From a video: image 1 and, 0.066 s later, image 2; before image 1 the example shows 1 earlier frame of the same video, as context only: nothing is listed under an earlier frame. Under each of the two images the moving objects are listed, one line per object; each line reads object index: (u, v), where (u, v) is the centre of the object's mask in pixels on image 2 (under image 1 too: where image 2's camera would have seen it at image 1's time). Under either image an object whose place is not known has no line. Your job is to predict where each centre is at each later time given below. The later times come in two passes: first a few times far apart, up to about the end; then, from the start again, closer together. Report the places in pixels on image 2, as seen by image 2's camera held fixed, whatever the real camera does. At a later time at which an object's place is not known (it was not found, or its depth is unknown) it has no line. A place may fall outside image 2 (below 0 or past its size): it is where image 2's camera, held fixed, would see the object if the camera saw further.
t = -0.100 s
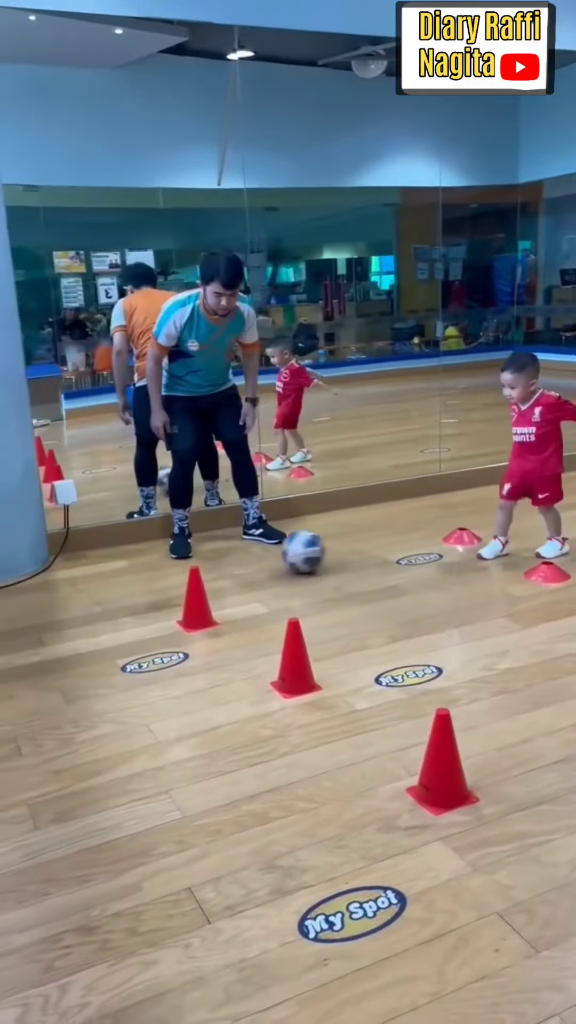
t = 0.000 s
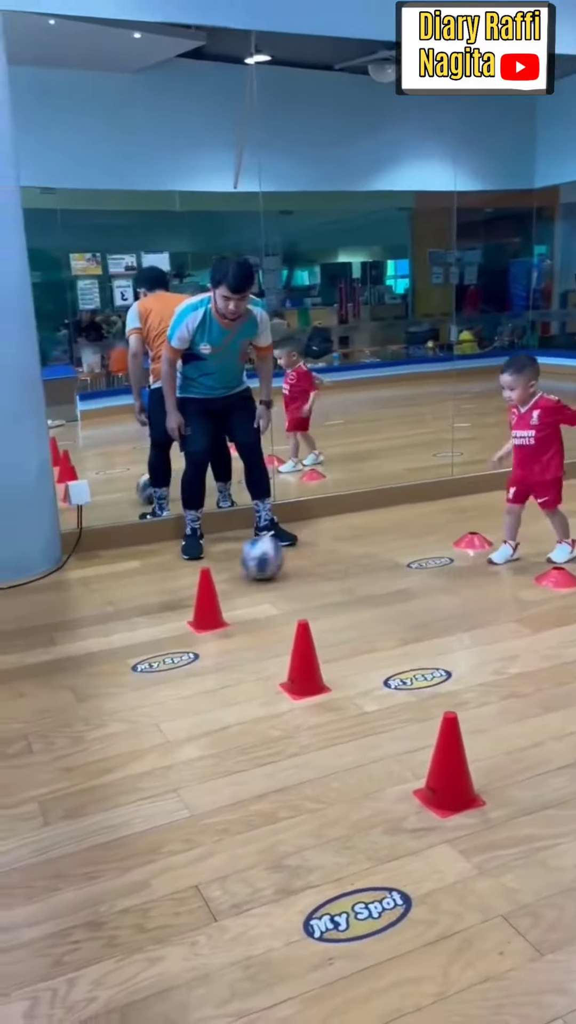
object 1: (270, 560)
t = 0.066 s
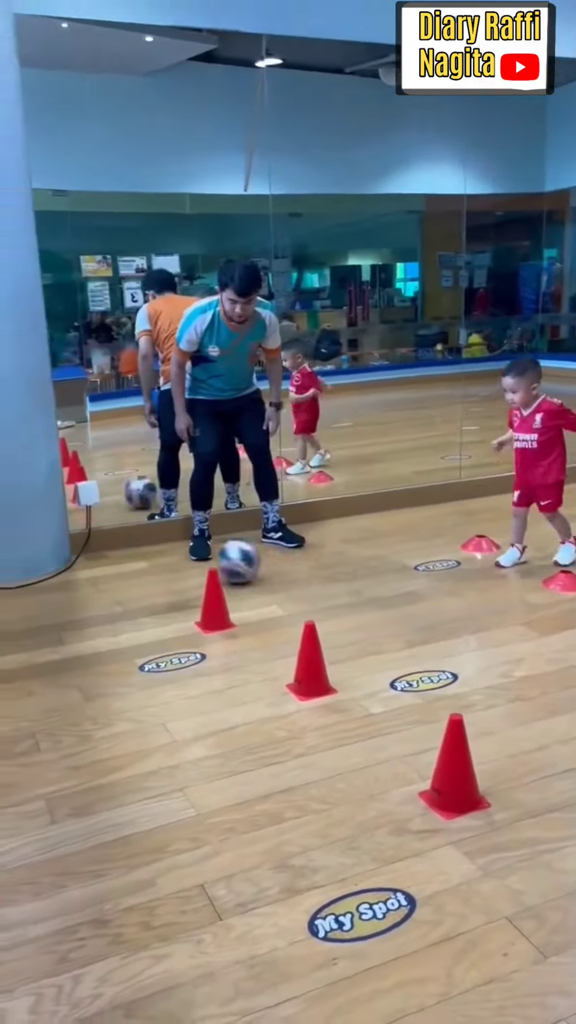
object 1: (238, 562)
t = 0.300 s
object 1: (125, 571)
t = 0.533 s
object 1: (11, 581)
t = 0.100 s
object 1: (223, 561)
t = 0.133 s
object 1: (205, 562)
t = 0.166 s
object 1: (189, 565)
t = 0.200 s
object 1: (174, 567)
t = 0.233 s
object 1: (158, 568)
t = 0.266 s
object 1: (142, 569)
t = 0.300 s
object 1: (125, 571)
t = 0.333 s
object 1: (108, 572)
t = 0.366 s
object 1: (92, 574)
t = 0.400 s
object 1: (76, 575)
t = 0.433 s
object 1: (59, 578)
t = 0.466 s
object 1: (44, 578)
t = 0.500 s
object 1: (28, 580)
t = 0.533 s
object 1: (11, 581)
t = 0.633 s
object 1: (1, 564)
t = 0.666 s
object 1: (7, 559)
